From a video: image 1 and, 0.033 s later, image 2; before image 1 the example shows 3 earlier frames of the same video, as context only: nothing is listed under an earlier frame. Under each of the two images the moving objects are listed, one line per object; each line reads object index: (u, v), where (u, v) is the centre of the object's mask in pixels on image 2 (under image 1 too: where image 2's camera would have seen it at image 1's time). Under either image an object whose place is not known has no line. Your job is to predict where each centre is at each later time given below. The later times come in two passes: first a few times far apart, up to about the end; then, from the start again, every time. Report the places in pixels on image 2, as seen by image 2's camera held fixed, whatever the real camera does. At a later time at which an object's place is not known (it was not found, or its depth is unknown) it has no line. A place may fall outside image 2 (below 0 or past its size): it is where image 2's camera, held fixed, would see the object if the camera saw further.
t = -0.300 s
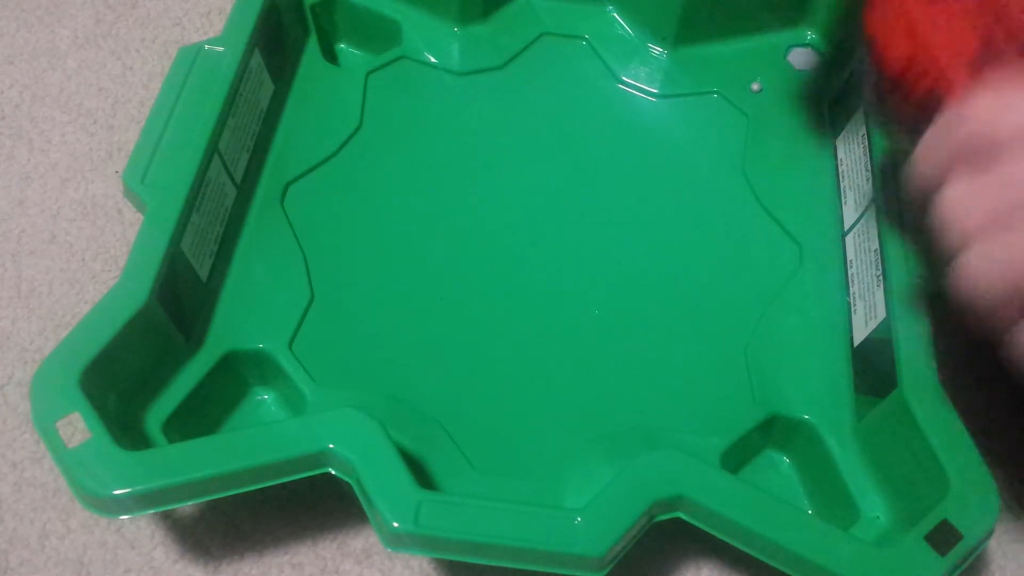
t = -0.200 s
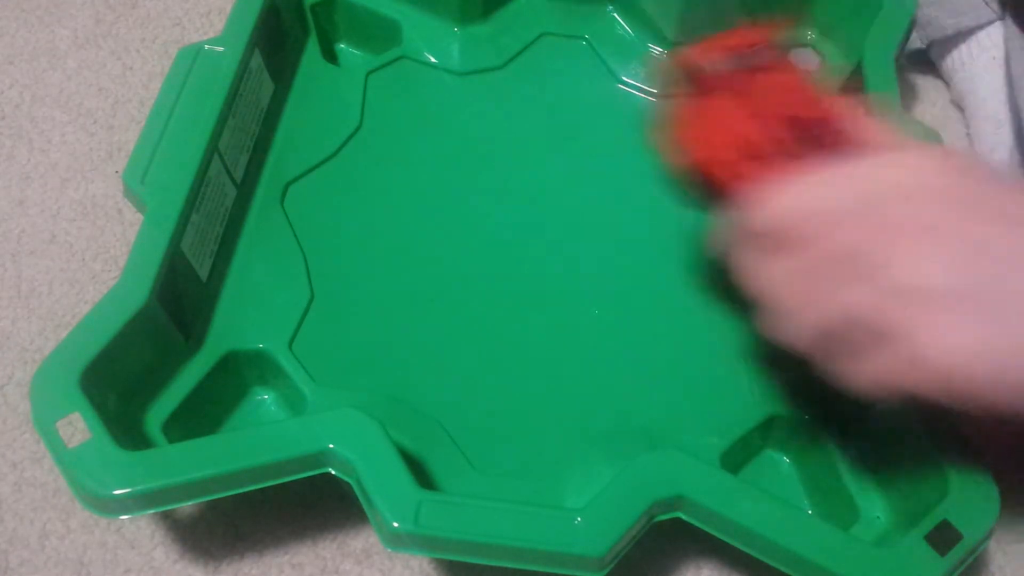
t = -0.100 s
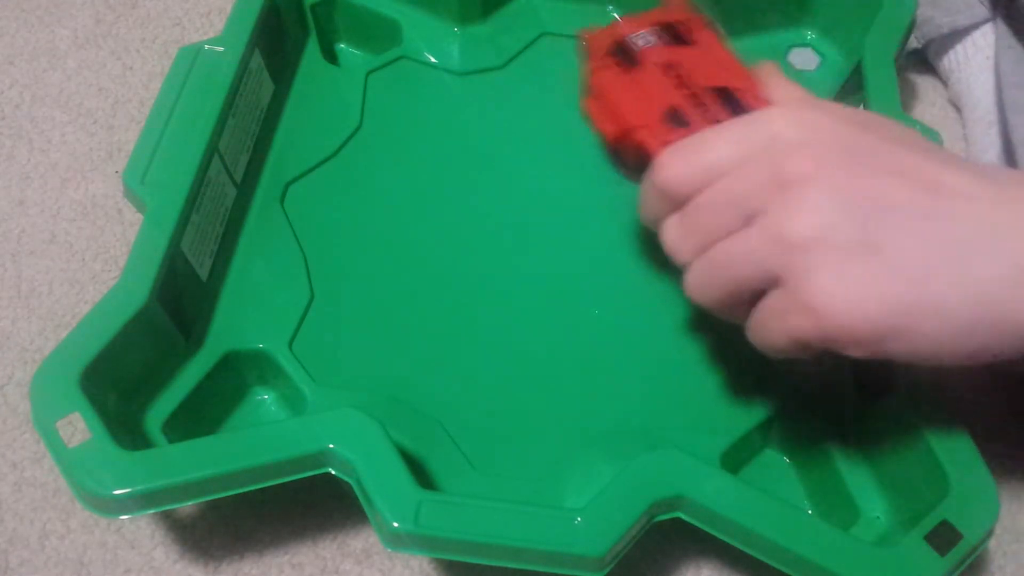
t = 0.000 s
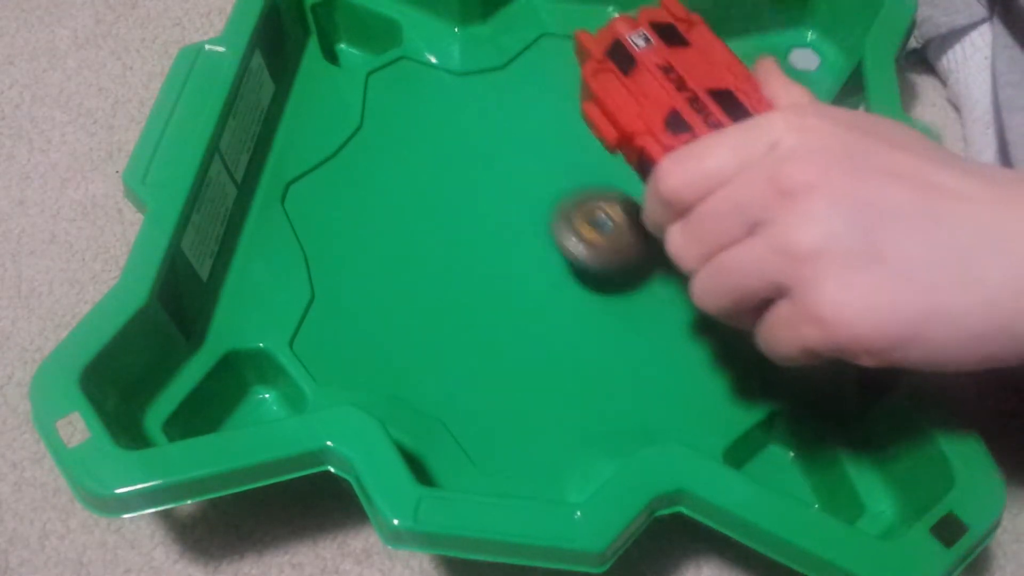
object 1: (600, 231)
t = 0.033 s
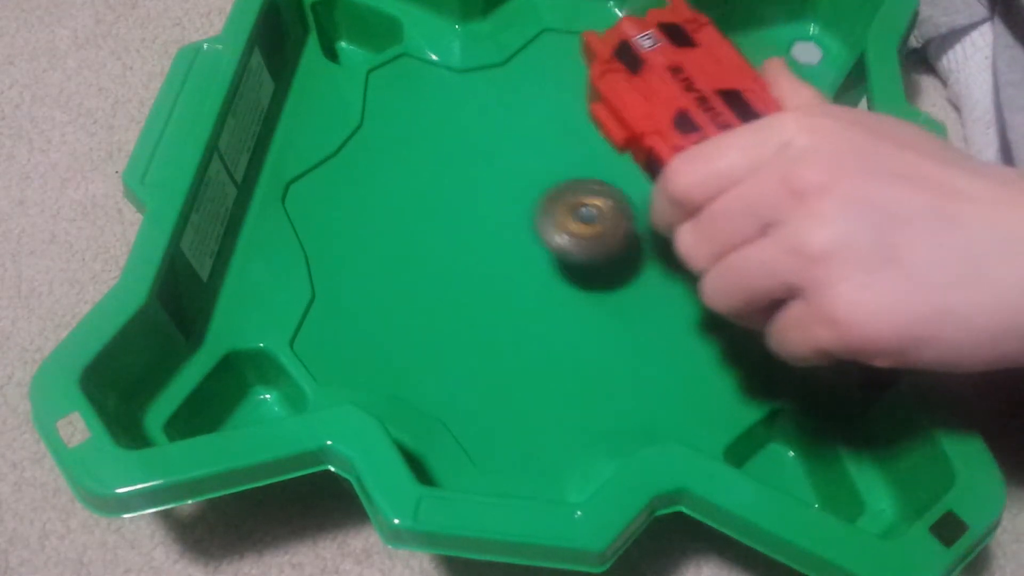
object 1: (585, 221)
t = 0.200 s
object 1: (508, 232)
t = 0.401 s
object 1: (467, 212)
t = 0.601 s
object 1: (460, 186)
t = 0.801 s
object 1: (495, 179)
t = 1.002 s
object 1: (546, 200)
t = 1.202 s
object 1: (577, 239)
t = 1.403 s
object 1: (571, 272)
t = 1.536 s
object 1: (553, 280)
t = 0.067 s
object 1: (565, 226)
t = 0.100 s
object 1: (549, 234)
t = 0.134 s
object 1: (535, 228)
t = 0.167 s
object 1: (519, 233)
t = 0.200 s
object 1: (508, 232)
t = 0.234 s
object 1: (498, 231)
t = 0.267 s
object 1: (490, 229)
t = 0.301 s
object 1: (484, 225)
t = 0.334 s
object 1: (478, 221)
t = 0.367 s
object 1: (472, 217)
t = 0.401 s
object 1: (467, 212)
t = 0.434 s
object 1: (462, 207)
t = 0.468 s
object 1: (459, 202)
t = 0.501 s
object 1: (458, 198)
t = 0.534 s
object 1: (457, 193)
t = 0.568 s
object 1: (458, 189)
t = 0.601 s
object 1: (460, 186)
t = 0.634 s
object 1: (464, 183)
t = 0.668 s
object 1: (468, 181)
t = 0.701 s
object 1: (474, 180)
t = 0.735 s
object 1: (480, 179)
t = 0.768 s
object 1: (487, 179)
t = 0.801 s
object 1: (495, 179)
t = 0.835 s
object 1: (503, 181)
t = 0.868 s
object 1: (512, 183)
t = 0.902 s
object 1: (521, 186)
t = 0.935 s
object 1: (529, 190)
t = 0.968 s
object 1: (538, 195)
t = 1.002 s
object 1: (546, 200)
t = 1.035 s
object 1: (554, 206)
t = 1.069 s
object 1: (560, 212)
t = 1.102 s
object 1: (566, 219)
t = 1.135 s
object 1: (571, 225)
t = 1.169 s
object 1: (575, 233)
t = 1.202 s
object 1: (577, 239)
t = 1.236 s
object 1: (578, 247)
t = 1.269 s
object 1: (578, 252)
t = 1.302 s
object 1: (578, 258)
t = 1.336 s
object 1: (576, 263)
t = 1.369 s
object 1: (574, 268)
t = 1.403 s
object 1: (571, 272)
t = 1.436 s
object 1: (567, 275)
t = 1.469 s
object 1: (563, 278)
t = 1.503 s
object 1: (558, 279)
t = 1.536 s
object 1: (553, 280)
